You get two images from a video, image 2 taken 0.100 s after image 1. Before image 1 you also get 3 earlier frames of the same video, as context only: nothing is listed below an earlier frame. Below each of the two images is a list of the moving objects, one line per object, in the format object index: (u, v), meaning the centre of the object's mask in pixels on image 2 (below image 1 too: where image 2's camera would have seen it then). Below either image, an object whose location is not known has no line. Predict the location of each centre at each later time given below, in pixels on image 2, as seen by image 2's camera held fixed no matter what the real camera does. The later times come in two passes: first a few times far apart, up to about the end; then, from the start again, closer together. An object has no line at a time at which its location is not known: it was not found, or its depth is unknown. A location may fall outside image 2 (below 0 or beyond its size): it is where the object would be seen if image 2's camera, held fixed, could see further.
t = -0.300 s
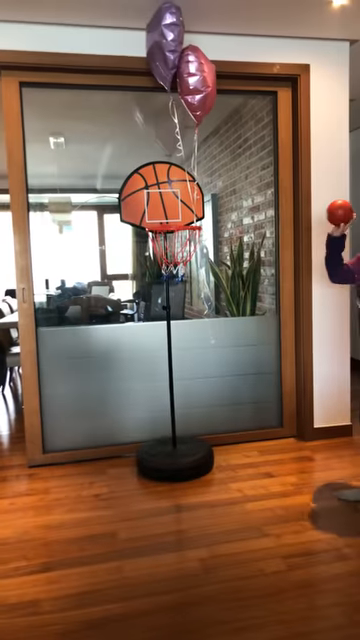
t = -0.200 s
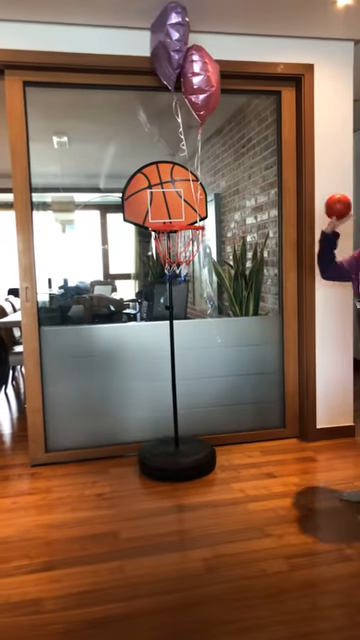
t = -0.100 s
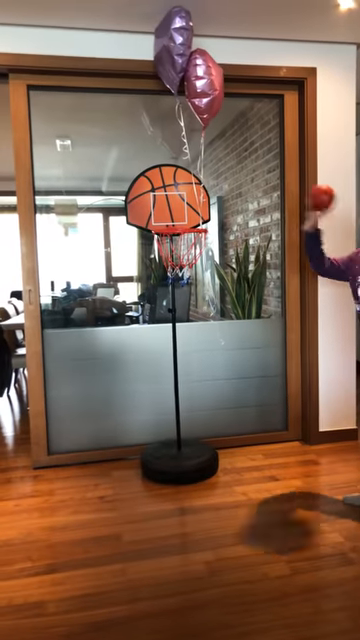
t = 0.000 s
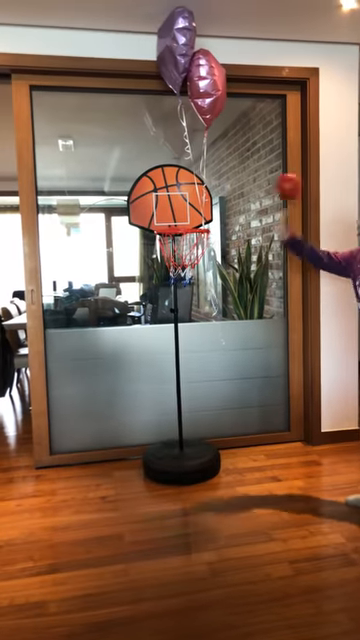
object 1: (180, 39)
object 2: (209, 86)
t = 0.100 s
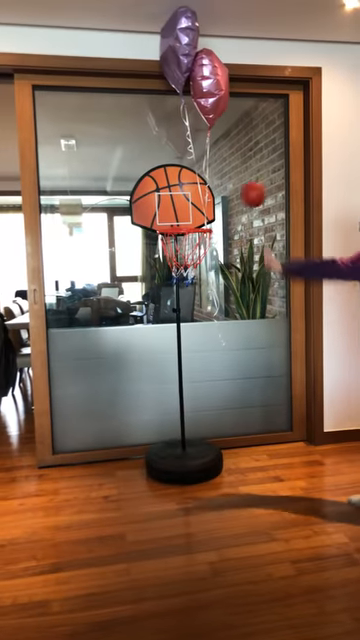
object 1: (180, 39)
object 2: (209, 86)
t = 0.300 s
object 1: (181, 40)
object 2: (210, 87)
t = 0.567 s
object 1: (181, 39)
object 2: (210, 86)
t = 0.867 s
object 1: (183, 38)
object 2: (210, 85)
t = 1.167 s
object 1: (184, 37)
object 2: (210, 84)
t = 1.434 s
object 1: (183, 36)
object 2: (209, 83)
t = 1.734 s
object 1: (181, 35)
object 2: (209, 83)
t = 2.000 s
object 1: (182, 35)
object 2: (209, 83)
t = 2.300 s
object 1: (179, 36)
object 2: (206, 82)
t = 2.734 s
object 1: (176, 36)
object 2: (204, 82)
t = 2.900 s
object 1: (175, 36)
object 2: (203, 82)
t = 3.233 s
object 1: (173, 36)
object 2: (201, 83)
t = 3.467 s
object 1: (172, 36)
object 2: (200, 83)
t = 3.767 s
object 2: (200, 83)
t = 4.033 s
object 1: (171, 36)
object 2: (200, 84)
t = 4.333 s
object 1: (171, 37)
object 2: (200, 84)
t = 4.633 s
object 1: (171, 36)
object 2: (201, 84)
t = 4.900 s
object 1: (172, 36)
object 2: (202, 84)
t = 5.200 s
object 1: (172, 38)
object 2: (203, 83)
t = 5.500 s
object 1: (173, 38)
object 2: (204, 83)
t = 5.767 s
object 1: (174, 38)
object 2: (205, 83)
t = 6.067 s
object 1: (176, 37)
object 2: (206, 83)
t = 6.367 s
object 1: (178, 35)
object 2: (206, 83)
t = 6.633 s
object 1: (179, 34)
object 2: (207, 83)
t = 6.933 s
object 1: (179, 35)
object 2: (207, 83)
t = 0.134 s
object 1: (180, 39)
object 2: (210, 86)
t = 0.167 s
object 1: (181, 39)
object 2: (210, 85)
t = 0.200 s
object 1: (181, 39)
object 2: (210, 86)
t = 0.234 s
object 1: (181, 39)
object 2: (210, 86)
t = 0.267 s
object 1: (181, 40)
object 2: (210, 86)
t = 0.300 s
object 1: (181, 40)
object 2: (210, 87)
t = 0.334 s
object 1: (181, 40)
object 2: (210, 87)
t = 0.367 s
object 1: (181, 39)
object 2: (211, 86)
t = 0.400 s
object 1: (181, 39)
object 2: (210, 85)
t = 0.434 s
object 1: (181, 38)
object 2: (211, 85)
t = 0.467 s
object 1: (181, 38)
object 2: (210, 85)
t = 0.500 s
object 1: (181, 38)
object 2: (210, 85)
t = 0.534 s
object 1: (181, 39)
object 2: (210, 86)
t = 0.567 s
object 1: (181, 39)
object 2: (210, 86)
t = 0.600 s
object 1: (181, 40)
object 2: (210, 86)
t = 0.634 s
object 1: (182, 39)
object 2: (210, 86)
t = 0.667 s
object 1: (182, 40)
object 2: (210, 85)
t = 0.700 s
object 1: (182, 40)
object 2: (211, 86)
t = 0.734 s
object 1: (182, 39)
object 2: (210, 85)
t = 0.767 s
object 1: (182, 39)
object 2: (210, 85)
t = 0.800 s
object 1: (182, 38)
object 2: (210, 84)
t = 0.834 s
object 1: (182, 38)
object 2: (210, 85)
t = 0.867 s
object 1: (183, 38)
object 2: (210, 85)
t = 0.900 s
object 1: (183, 38)
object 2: (210, 84)
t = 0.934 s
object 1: (183, 38)
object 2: (210, 85)
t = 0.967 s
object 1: (183, 39)
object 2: (210, 84)
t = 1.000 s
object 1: (183, 39)
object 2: (210, 84)
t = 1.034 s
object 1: (184, 39)
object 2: (210, 84)
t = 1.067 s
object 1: (183, 39)
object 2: (210, 84)
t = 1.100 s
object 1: (184, 38)
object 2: (210, 84)
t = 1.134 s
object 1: (184, 37)
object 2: (210, 84)
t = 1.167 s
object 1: (184, 37)
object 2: (210, 84)
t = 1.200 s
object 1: (184, 37)
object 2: (210, 83)
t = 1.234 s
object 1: (184, 36)
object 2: (210, 83)
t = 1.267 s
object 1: (184, 36)
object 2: (209, 83)
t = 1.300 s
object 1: (184, 36)
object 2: (210, 83)
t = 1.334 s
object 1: (184, 37)
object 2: (209, 83)
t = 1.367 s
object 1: (184, 37)
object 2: (209, 83)
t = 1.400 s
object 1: (183, 36)
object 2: (209, 83)
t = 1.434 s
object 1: (183, 36)
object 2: (209, 83)
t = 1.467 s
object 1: (183, 36)
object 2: (209, 83)
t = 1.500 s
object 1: (183, 36)
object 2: (209, 83)
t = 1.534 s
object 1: (182, 35)
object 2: (208, 83)
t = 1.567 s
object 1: (181, 35)
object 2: (208, 84)
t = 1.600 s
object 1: (182, 36)
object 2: (208, 84)
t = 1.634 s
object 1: (181, 36)
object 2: (209, 83)
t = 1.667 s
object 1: (181, 36)
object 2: (209, 83)
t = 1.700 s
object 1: (182, 35)
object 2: (209, 83)
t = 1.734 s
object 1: (181, 35)
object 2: (209, 83)
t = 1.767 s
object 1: (181, 35)
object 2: (209, 83)
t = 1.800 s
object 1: (181, 36)
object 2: (209, 83)
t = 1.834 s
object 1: (181, 36)
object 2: (209, 82)
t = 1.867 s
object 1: (181, 37)
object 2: (208, 83)
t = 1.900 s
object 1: (181, 38)
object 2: (209, 83)
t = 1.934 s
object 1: (182, 36)
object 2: (209, 83)
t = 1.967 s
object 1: (182, 35)
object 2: (209, 83)
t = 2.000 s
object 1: (182, 35)
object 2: (209, 83)
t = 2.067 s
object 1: (181, 35)
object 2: (208, 83)
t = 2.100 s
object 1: (181, 35)
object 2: (208, 82)
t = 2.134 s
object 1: (181, 35)
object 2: (208, 82)
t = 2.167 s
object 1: (180, 35)
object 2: (207, 82)
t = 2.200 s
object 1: (180, 36)
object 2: (207, 82)
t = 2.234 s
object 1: (180, 35)
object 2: (207, 82)
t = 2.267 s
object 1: (179, 36)
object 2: (206, 82)
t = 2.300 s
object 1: (179, 36)
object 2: (206, 82)
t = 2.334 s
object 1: (179, 35)
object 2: (206, 82)
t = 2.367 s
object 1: (179, 36)
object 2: (206, 82)
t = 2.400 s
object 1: (179, 35)
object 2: (206, 82)
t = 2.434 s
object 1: (179, 35)
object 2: (205, 82)
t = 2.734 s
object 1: (176, 36)
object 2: (204, 82)
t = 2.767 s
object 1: (176, 35)
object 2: (204, 82)
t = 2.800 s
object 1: (176, 36)
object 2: (203, 82)
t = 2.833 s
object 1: (175, 36)
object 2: (203, 82)
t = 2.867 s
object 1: (175, 36)
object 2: (203, 82)
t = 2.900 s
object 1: (175, 36)
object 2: (203, 82)
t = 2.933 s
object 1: (175, 36)
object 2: (203, 82)
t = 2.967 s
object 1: (174, 36)
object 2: (202, 82)
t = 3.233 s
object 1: (173, 36)
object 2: (201, 83)
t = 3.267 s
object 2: (201, 83)
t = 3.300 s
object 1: (173, 36)
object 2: (201, 83)
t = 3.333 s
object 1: (173, 36)
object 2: (201, 83)
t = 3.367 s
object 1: (172, 36)
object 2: (200, 83)
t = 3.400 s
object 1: (172, 36)
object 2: (200, 83)
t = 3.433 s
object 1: (172, 36)
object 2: (200, 83)
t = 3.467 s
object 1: (172, 36)
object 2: (200, 83)
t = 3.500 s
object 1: (172, 36)
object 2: (200, 83)
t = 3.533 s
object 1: (172, 36)
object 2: (200, 83)
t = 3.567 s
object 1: (172, 36)
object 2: (200, 83)
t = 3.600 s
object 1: (172, 36)
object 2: (200, 83)
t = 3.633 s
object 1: (171, 36)
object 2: (199, 83)
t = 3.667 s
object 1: (171, 37)
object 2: (200, 83)
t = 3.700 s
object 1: (172, 37)
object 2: (200, 83)
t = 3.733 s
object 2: (200, 83)
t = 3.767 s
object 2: (200, 83)
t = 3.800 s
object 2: (200, 83)
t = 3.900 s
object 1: (171, 37)
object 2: (200, 83)
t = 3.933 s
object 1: (171, 37)
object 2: (200, 83)
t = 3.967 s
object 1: (171, 36)
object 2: (200, 83)
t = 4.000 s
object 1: (171, 36)
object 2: (200, 83)
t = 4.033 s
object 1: (171, 36)
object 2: (200, 84)
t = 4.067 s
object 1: (171, 37)
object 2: (199, 84)
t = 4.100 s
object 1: (170, 37)
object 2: (199, 84)
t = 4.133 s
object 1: (170, 37)
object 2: (200, 84)
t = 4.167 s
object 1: (171, 37)
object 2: (200, 84)
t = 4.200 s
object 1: (170, 37)
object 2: (200, 84)
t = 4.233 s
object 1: (171, 38)
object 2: (200, 84)
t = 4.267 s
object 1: (171, 37)
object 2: (200, 84)
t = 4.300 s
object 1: (171, 37)
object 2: (200, 84)
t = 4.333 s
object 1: (171, 37)
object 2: (200, 84)
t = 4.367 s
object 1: (171, 37)
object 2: (200, 84)
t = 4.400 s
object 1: (171, 36)
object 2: (200, 84)
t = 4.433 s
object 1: (171, 35)
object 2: (200, 84)
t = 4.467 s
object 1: (171, 35)
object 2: (200, 84)
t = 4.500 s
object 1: (171, 35)
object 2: (200, 84)
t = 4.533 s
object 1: (171, 35)
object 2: (200, 84)
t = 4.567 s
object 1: (171, 36)
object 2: (200, 84)
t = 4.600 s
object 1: (171, 36)
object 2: (200, 84)
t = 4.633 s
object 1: (171, 36)
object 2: (201, 84)
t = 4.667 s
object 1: (172, 35)
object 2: (201, 84)
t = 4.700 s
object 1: (172, 35)
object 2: (201, 84)
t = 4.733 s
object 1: (171, 36)
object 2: (201, 84)
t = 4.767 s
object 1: (171, 36)
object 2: (201, 84)
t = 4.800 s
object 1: (172, 35)
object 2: (201, 84)
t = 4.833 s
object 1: (172, 35)
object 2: (202, 84)
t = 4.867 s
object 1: (172, 36)
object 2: (202, 84)
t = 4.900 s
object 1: (172, 36)
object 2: (202, 84)
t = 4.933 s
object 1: (172, 37)
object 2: (202, 84)
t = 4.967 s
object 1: (172, 37)
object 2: (202, 84)
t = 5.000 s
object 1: (172, 36)
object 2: (202, 84)
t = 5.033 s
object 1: (171, 38)
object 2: (202, 84)
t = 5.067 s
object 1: (171, 38)
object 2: (202, 84)
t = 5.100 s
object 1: (172, 38)
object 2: (203, 84)
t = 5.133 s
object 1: (172, 38)
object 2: (203, 84)
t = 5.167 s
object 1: (172, 38)
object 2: (203, 84)
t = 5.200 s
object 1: (172, 38)
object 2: (203, 83)
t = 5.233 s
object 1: (172, 38)
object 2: (203, 83)
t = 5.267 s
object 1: (172, 39)
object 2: (203, 83)
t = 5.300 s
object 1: (173, 37)
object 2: (203, 83)
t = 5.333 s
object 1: (172, 38)
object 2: (204, 83)
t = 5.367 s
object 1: (173, 38)
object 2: (204, 83)
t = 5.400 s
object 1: (173, 38)
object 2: (204, 83)
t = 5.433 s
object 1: (173, 38)
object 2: (204, 83)
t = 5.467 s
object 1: (173, 38)
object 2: (204, 83)
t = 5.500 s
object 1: (173, 38)
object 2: (204, 83)
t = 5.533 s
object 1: (173, 38)
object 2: (205, 83)
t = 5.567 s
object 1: (173, 38)
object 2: (205, 83)
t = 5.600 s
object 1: (174, 38)
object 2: (205, 83)
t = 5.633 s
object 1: (174, 38)
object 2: (205, 83)
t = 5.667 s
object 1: (174, 38)
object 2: (205, 83)
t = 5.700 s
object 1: (174, 38)
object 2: (205, 83)
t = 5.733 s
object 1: (174, 38)
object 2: (205, 83)
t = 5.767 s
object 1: (174, 38)
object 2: (205, 83)
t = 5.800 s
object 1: (174, 38)
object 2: (206, 83)
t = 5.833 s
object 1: (174, 38)
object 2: (206, 83)
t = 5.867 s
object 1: (175, 38)
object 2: (206, 83)
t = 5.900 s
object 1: (175, 38)
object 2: (206, 83)
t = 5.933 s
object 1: (175, 38)
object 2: (206, 83)
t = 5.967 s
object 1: (176, 36)
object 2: (206, 83)
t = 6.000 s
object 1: (175, 37)
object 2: (206, 83)
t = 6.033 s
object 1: (176, 37)
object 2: (206, 83)
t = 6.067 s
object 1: (176, 37)
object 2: (206, 83)
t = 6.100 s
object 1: (176, 35)
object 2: (206, 83)
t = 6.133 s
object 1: (176, 37)
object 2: (206, 83)
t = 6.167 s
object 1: (177, 35)
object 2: (206, 83)
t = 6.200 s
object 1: (176, 37)
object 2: (206, 83)
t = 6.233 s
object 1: (176, 38)
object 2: (206, 83)
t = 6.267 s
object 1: (177, 36)
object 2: (206, 83)
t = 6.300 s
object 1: (177, 35)
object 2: (206, 83)
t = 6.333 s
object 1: (178, 35)
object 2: (206, 83)
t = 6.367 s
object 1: (178, 35)
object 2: (206, 83)
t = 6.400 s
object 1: (178, 35)
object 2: (207, 83)
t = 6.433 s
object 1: (178, 34)
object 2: (207, 83)
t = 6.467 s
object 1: (178, 34)
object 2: (206, 83)
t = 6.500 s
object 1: (178, 34)
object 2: (206, 83)
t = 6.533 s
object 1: (178, 34)
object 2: (207, 83)
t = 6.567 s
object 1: (178, 34)
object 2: (206, 83)
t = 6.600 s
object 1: (179, 34)
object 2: (207, 83)
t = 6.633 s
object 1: (179, 34)
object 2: (207, 83)
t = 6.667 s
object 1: (178, 34)
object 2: (207, 83)
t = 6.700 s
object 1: (179, 34)
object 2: (207, 83)
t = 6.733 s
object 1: (179, 35)
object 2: (207, 83)
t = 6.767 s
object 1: (179, 35)
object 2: (207, 83)
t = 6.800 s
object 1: (179, 35)
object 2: (207, 83)
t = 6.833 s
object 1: (179, 35)
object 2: (207, 83)
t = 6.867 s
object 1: (179, 35)
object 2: (207, 83)
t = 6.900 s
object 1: (179, 35)
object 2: (207, 83)
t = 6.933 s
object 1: (179, 35)
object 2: (207, 83)
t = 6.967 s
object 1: (179, 35)
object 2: (207, 83)
